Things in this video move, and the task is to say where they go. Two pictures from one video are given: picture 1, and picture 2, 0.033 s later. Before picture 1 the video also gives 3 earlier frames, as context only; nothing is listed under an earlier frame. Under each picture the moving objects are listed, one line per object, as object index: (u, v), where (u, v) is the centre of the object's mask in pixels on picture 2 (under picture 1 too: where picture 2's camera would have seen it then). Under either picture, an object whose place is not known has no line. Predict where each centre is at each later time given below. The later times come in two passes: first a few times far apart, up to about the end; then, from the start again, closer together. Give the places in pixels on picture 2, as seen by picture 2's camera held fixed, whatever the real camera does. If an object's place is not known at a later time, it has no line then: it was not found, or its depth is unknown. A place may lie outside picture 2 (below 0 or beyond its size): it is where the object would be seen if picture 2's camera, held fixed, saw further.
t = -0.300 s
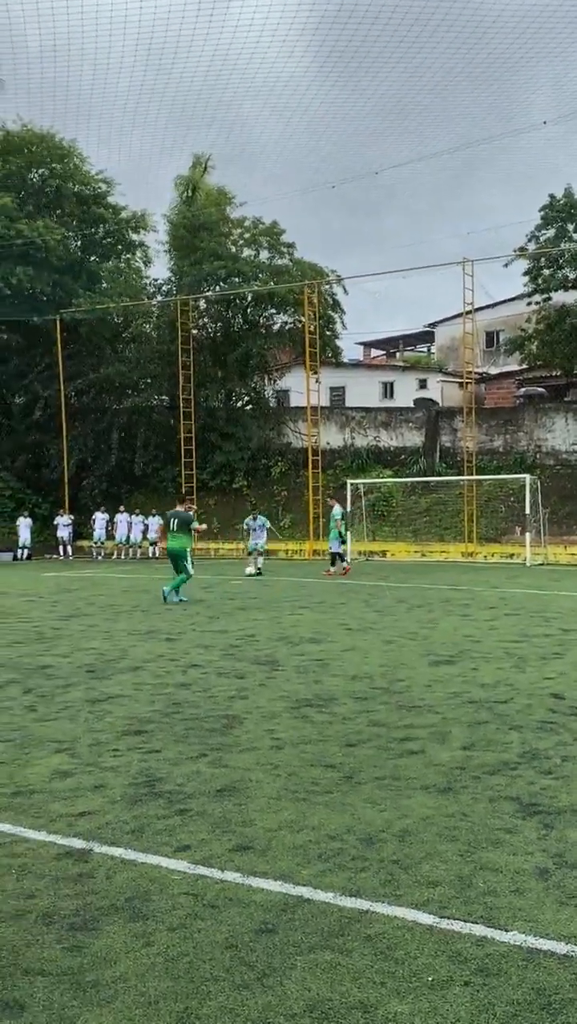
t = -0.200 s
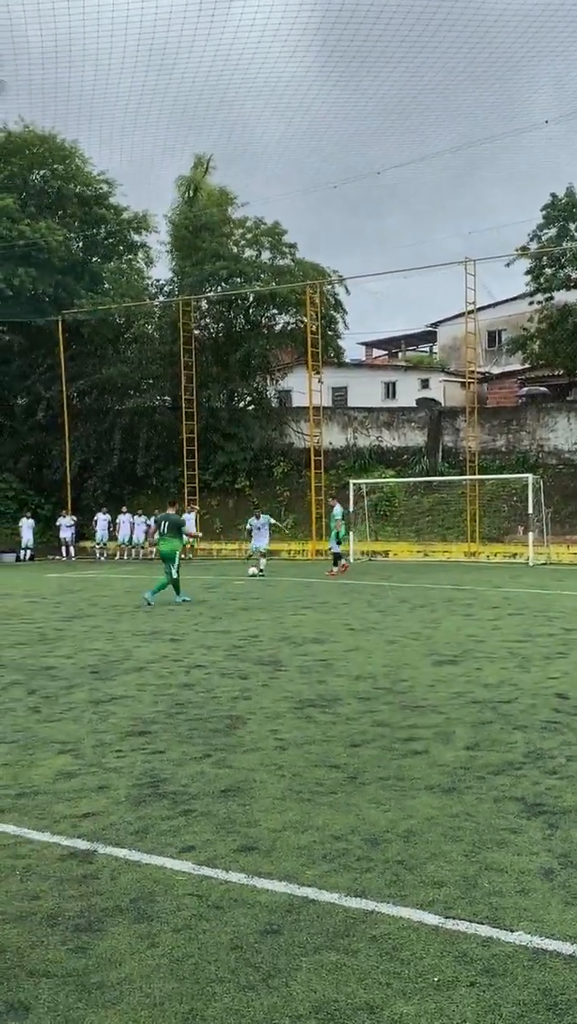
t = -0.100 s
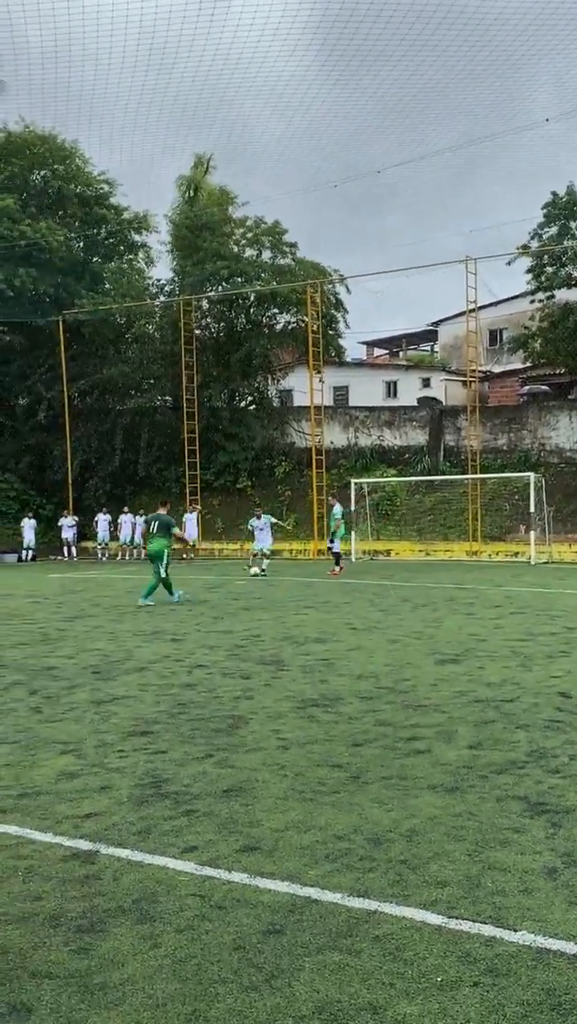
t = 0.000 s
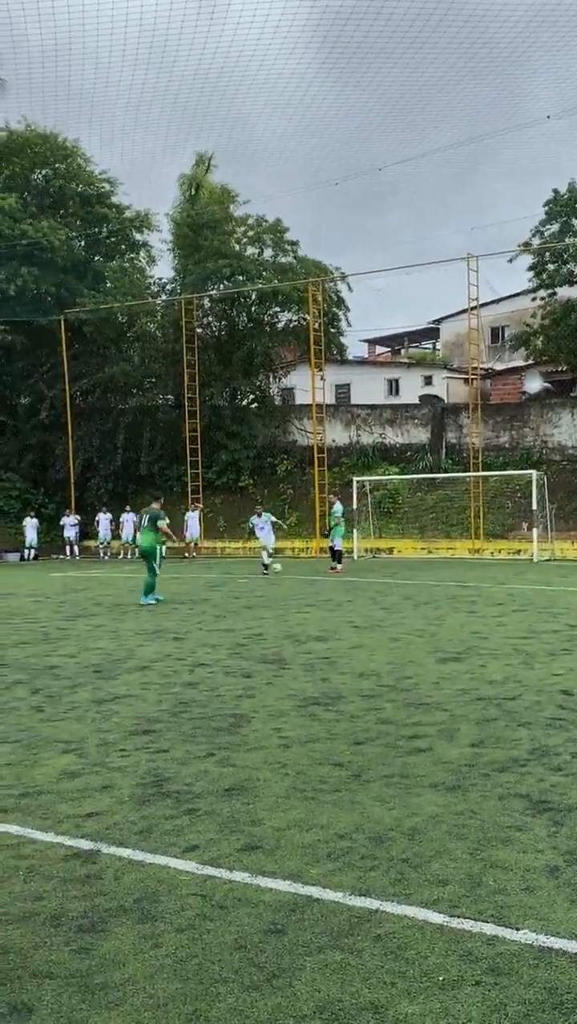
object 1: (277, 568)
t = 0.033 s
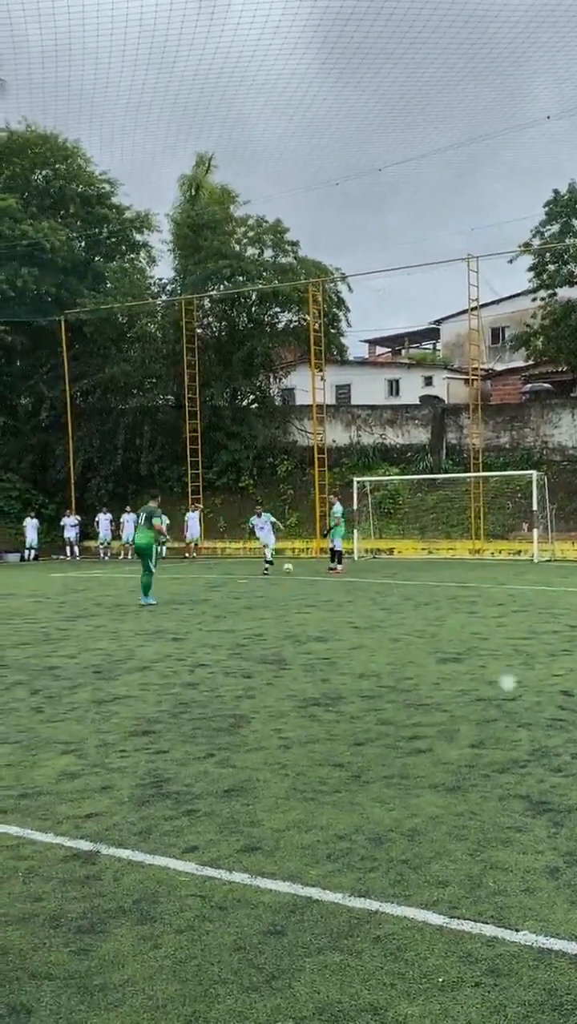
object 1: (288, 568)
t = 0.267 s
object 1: (378, 581)
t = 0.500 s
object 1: (481, 584)
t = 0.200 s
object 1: (349, 574)
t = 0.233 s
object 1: (363, 577)
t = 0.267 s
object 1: (378, 581)
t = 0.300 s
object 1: (392, 582)
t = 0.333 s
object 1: (405, 581)
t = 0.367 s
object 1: (420, 580)
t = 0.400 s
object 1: (434, 580)
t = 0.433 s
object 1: (449, 580)
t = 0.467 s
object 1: (464, 582)
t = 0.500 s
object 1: (481, 584)
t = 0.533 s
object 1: (498, 587)
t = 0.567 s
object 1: (515, 592)
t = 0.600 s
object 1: (534, 597)
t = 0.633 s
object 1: (551, 598)
